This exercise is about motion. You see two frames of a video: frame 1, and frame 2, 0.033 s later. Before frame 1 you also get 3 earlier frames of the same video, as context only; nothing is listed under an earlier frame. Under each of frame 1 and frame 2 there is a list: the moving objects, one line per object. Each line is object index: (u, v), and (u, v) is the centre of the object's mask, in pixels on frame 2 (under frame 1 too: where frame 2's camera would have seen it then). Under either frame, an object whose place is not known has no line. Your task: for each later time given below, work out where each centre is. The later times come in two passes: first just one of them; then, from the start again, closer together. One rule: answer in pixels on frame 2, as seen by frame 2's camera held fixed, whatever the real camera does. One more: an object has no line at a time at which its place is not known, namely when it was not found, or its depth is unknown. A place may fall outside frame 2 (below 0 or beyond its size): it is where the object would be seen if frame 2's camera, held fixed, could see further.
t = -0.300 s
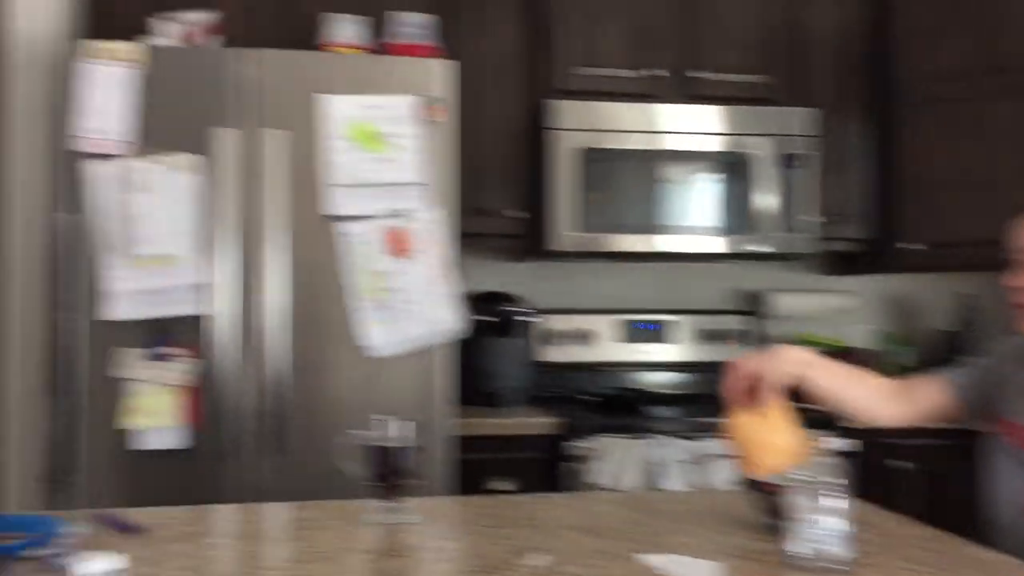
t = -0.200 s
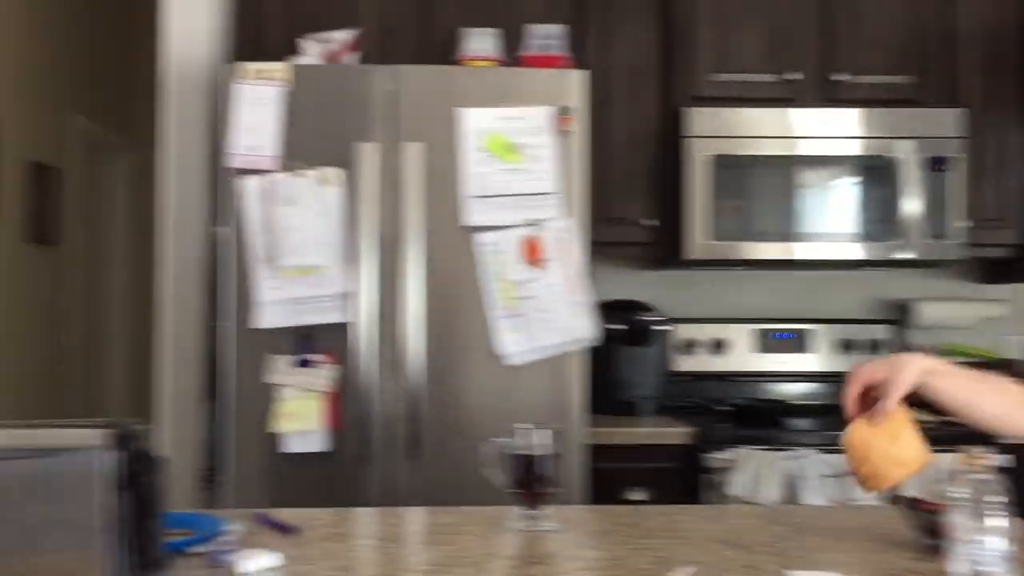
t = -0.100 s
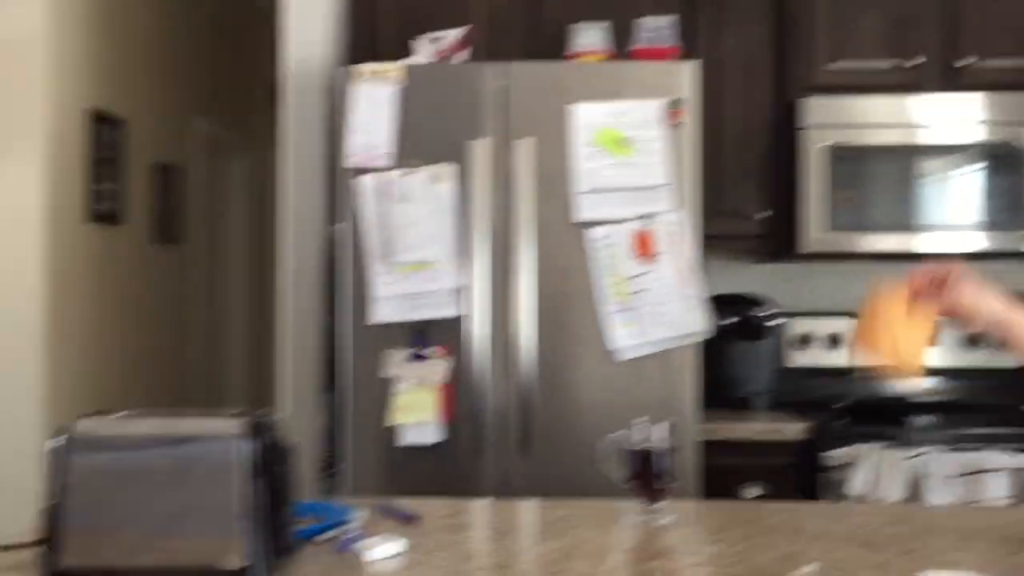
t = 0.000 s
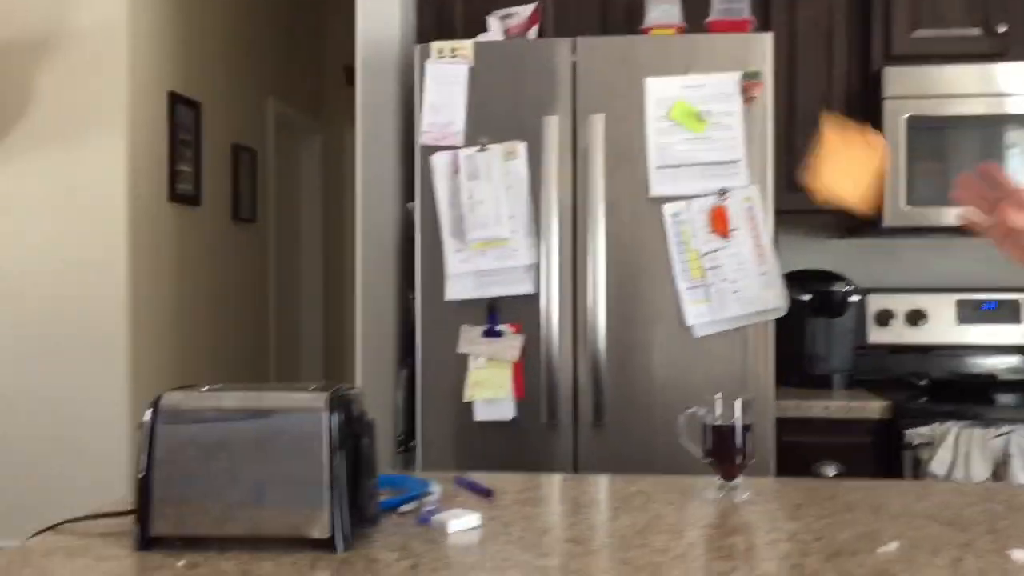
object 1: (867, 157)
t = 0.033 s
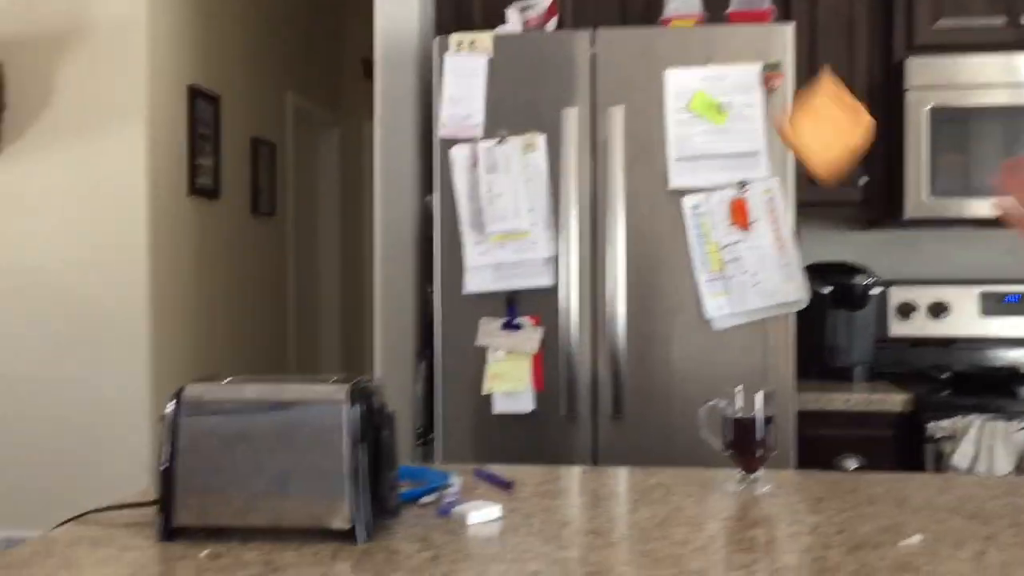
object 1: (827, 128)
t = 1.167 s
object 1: (280, 363)
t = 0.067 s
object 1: (784, 106)
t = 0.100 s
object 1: (736, 95)
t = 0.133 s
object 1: (691, 92)
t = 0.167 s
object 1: (645, 98)
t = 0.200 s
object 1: (601, 110)
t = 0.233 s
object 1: (556, 130)
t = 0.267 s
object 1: (512, 160)
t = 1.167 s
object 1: (280, 363)
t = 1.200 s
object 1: (289, 360)
